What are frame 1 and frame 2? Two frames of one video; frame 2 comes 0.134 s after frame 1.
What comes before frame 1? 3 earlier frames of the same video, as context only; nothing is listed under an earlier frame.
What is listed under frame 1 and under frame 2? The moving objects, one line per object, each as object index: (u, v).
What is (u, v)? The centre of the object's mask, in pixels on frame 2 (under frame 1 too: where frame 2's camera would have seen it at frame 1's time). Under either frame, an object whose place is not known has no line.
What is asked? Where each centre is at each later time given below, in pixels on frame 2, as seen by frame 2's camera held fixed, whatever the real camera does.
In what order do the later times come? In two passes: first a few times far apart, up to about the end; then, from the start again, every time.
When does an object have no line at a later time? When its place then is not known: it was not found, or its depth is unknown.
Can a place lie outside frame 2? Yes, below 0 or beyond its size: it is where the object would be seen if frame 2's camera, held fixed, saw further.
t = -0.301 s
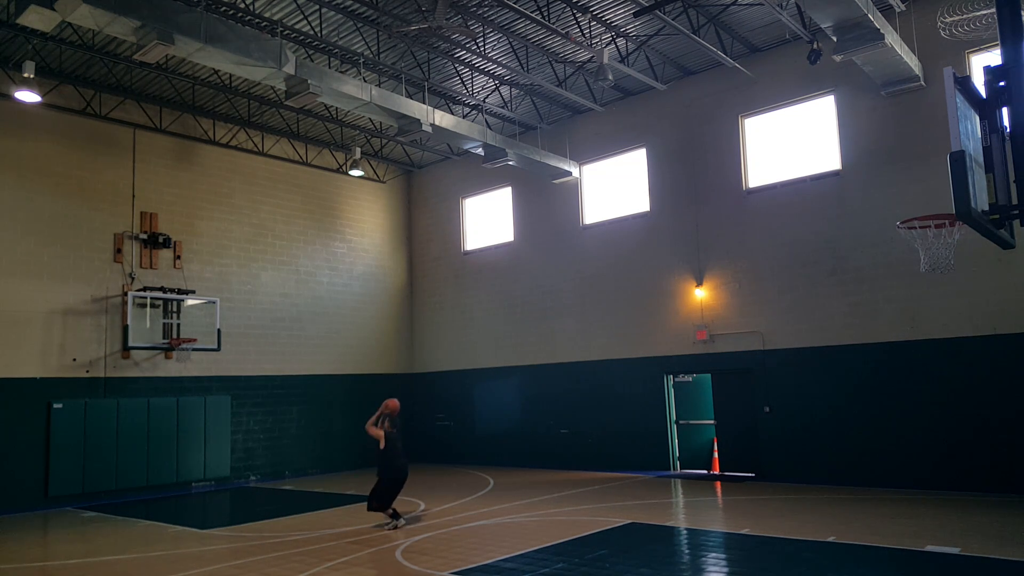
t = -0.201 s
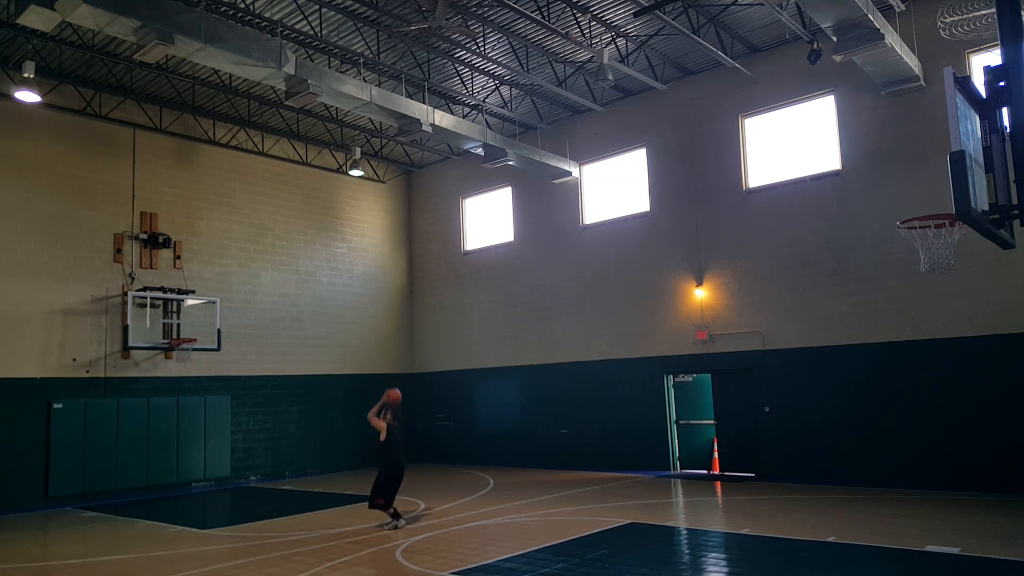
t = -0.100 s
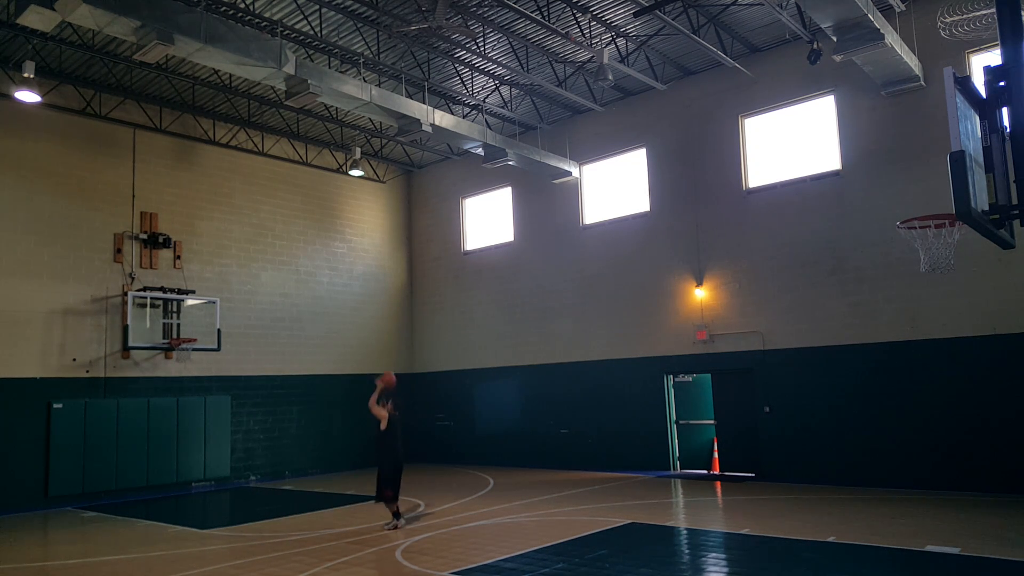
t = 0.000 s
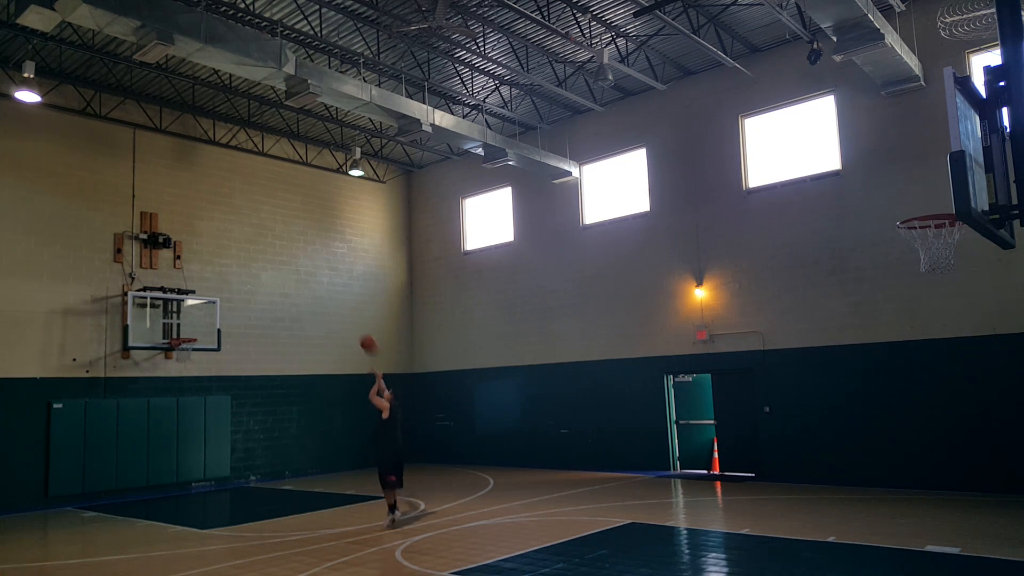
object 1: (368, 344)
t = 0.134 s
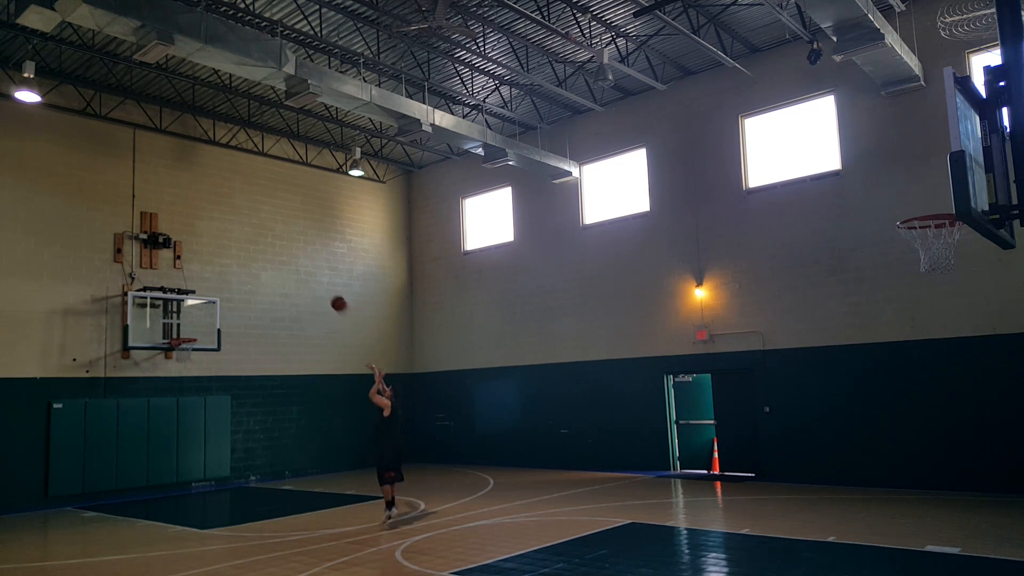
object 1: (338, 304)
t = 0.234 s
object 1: (318, 283)
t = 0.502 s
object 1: (270, 259)
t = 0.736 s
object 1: (233, 271)
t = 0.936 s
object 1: (205, 302)
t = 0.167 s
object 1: (332, 296)
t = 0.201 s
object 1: (325, 289)
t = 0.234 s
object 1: (318, 283)
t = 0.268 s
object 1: (312, 278)
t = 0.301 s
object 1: (305, 273)
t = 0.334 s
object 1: (299, 269)
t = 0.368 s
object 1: (293, 266)
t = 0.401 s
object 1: (287, 263)
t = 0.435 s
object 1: (281, 261)
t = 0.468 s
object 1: (276, 260)
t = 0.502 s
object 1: (270, 259)
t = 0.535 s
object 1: (264, 259)
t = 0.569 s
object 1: (259, 260)
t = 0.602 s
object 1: (254, 261)
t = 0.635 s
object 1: (249, 263)
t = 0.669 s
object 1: (243, 265)
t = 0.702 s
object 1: (238, 268)
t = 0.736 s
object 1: (233, 271)
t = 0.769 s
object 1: (228, 275)
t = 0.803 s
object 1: (223, 280)
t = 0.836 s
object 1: (219, 285)
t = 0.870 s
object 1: (214, 290)
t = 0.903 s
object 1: (210, 296)
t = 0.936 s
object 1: (205, 302)
